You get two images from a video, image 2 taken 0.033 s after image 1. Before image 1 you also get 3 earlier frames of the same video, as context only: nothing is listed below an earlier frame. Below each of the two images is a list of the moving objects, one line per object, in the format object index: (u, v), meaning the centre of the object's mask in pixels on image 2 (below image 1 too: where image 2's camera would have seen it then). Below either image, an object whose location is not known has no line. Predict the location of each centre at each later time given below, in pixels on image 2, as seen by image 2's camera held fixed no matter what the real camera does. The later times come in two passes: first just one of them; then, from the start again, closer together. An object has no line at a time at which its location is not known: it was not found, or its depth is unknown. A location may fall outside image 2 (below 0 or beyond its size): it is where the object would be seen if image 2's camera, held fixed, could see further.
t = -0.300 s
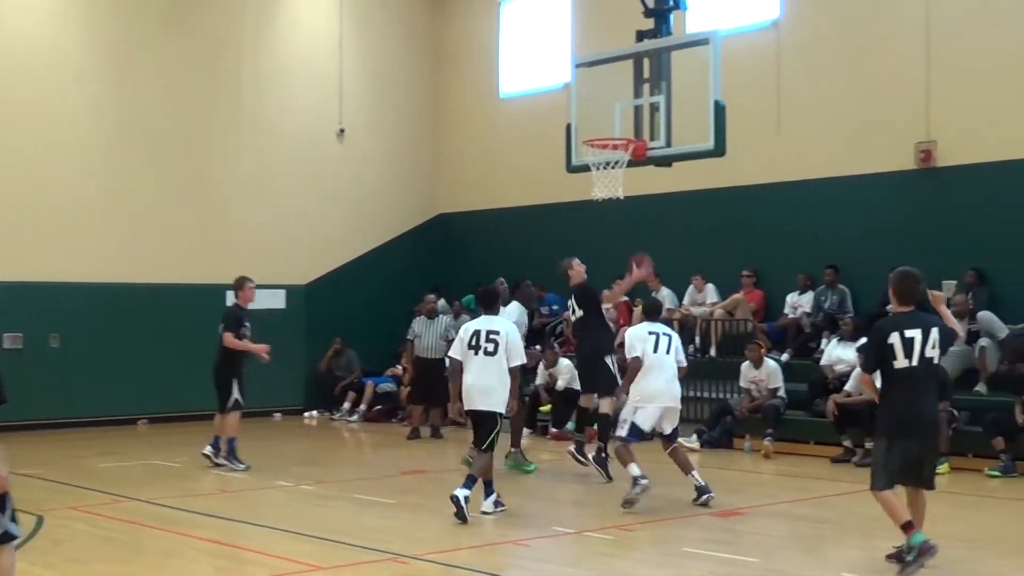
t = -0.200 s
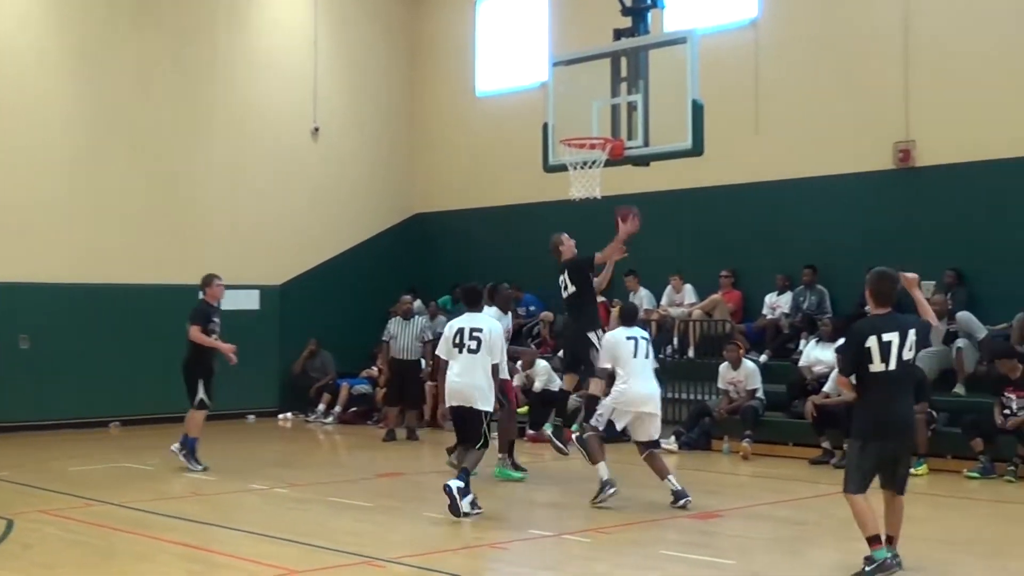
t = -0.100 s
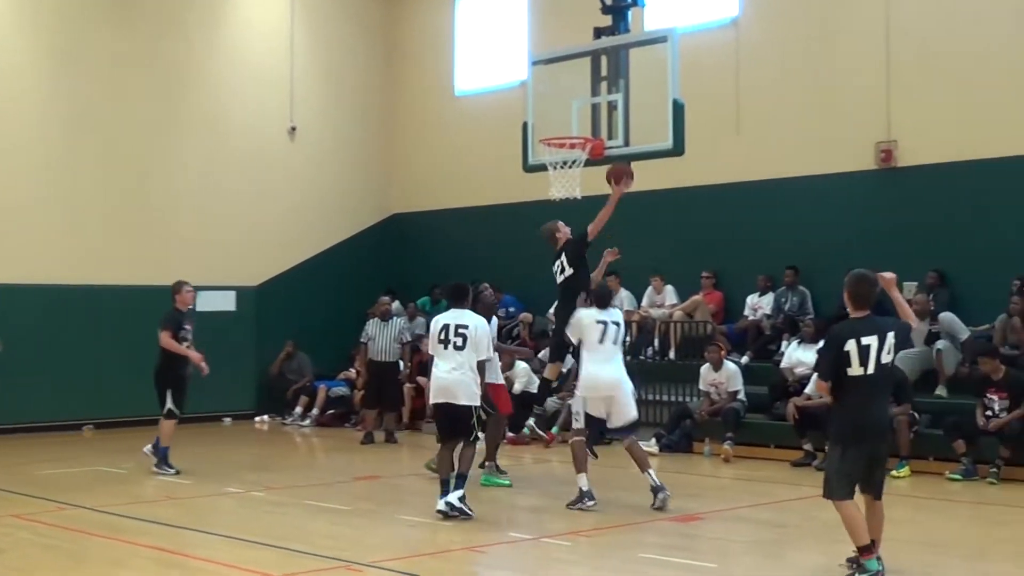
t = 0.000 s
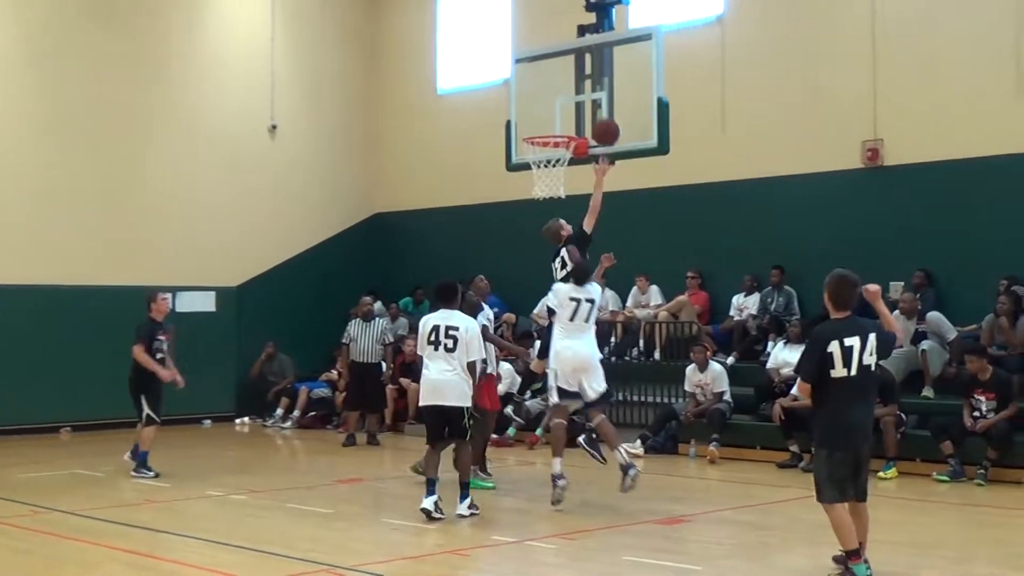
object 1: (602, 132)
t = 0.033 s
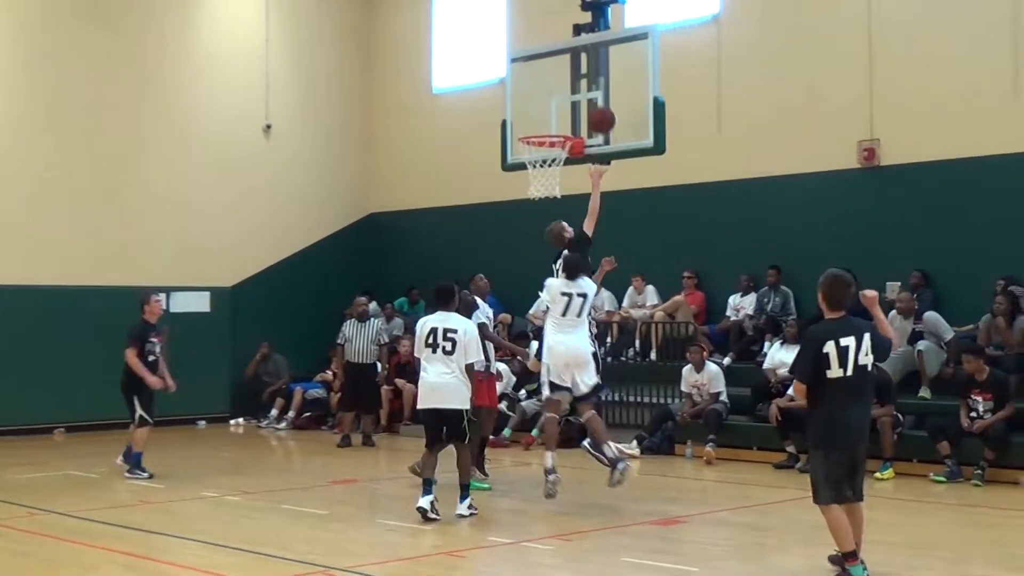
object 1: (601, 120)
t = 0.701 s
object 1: (540, 185)
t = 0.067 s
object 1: (601, 110)
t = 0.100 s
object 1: (601, 101)
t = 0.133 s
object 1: (600, 93)
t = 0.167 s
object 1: (600, 87)
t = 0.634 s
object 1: (546, 160)
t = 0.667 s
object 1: (542, 173)
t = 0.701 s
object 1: (540, 185)
